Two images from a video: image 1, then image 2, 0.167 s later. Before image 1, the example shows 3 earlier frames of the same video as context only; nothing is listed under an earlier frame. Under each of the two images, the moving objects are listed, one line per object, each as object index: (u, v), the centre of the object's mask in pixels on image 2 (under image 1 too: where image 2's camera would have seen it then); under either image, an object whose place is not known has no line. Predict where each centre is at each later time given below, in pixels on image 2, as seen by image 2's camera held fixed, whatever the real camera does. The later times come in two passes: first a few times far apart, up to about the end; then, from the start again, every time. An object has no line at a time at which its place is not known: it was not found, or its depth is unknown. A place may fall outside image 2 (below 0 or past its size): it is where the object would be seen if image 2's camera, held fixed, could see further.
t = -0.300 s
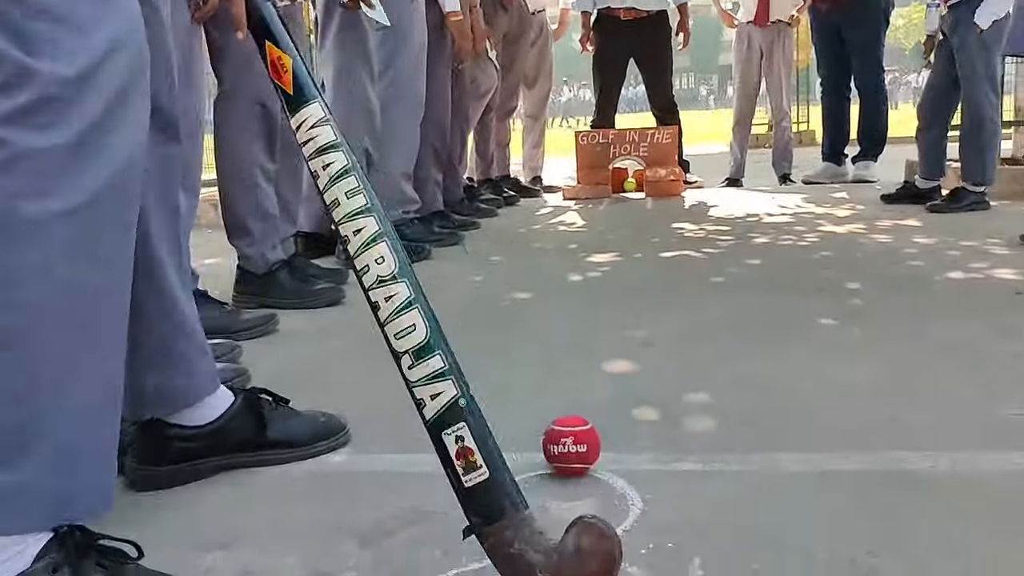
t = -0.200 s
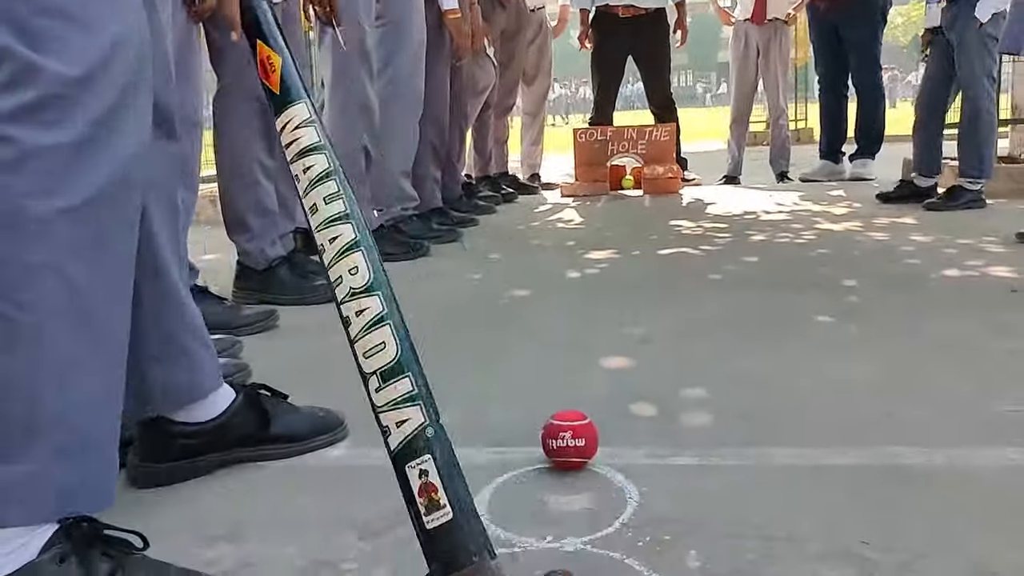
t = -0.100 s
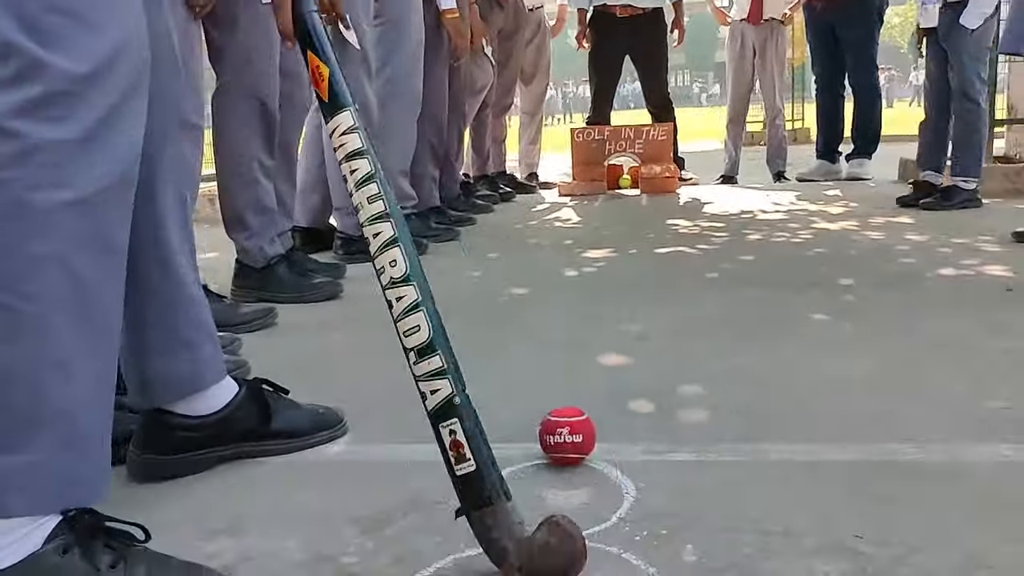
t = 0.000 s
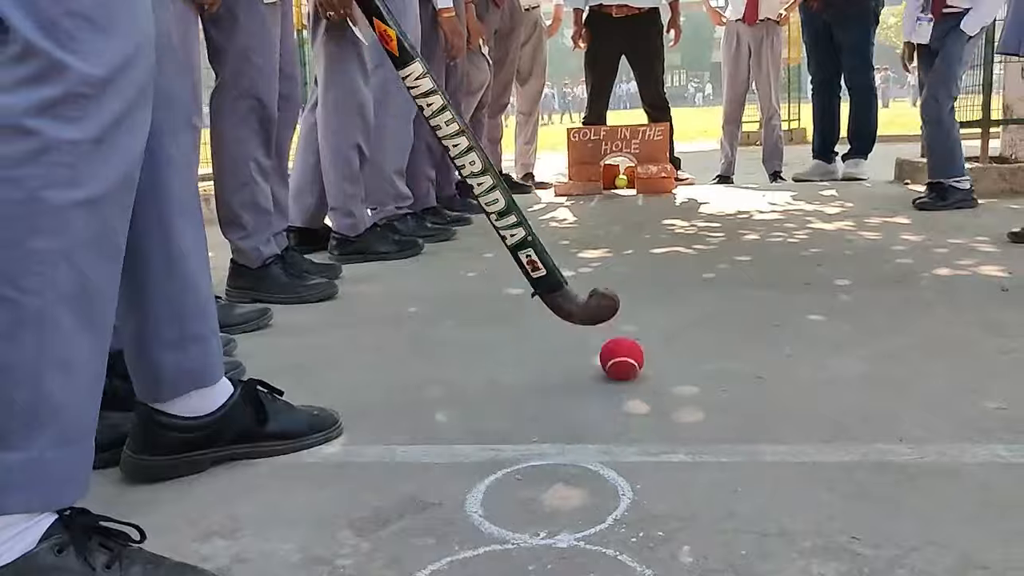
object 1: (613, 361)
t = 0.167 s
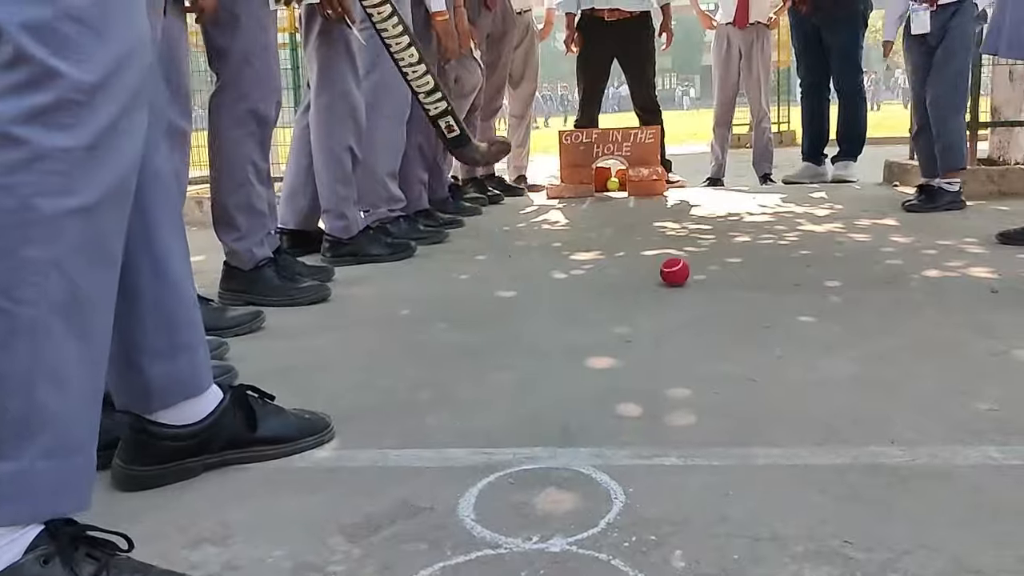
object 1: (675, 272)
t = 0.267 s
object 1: (693, 243)
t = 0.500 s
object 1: (721, 204)
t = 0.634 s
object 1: (732, 185)
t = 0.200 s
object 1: (681, 262)
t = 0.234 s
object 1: (687, 251)
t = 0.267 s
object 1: (693, 243)
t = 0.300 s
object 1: (698, 236)
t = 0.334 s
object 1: (703, 230)
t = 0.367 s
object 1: (707, 224)
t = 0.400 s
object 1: (711, 219)
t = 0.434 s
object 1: (715, 214)
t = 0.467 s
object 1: (718, 208)
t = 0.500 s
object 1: (721, 204)
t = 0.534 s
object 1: (725, 191)
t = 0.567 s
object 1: (728, 191)
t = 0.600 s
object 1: (731, 190)
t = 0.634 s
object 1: (732, 185)
